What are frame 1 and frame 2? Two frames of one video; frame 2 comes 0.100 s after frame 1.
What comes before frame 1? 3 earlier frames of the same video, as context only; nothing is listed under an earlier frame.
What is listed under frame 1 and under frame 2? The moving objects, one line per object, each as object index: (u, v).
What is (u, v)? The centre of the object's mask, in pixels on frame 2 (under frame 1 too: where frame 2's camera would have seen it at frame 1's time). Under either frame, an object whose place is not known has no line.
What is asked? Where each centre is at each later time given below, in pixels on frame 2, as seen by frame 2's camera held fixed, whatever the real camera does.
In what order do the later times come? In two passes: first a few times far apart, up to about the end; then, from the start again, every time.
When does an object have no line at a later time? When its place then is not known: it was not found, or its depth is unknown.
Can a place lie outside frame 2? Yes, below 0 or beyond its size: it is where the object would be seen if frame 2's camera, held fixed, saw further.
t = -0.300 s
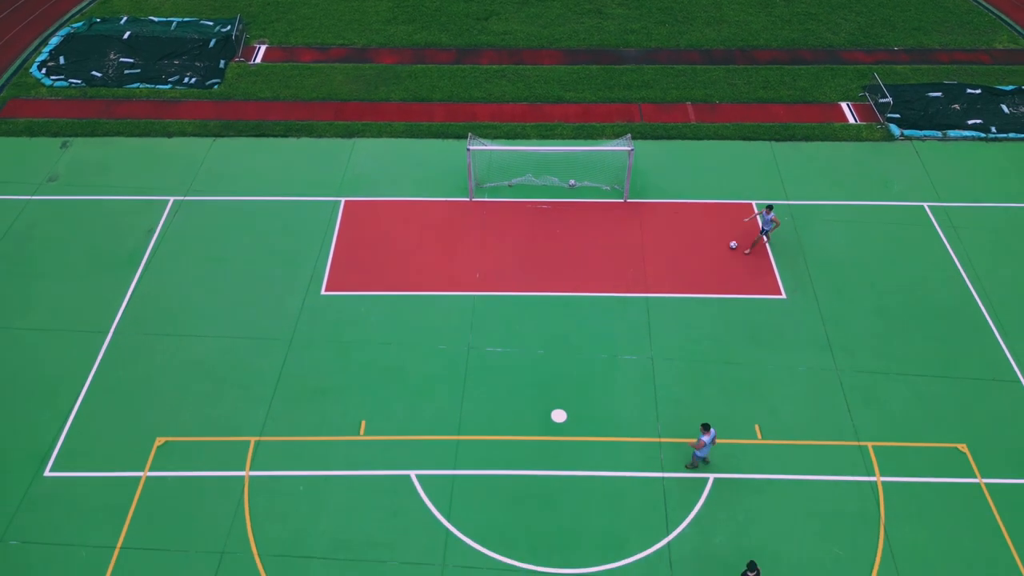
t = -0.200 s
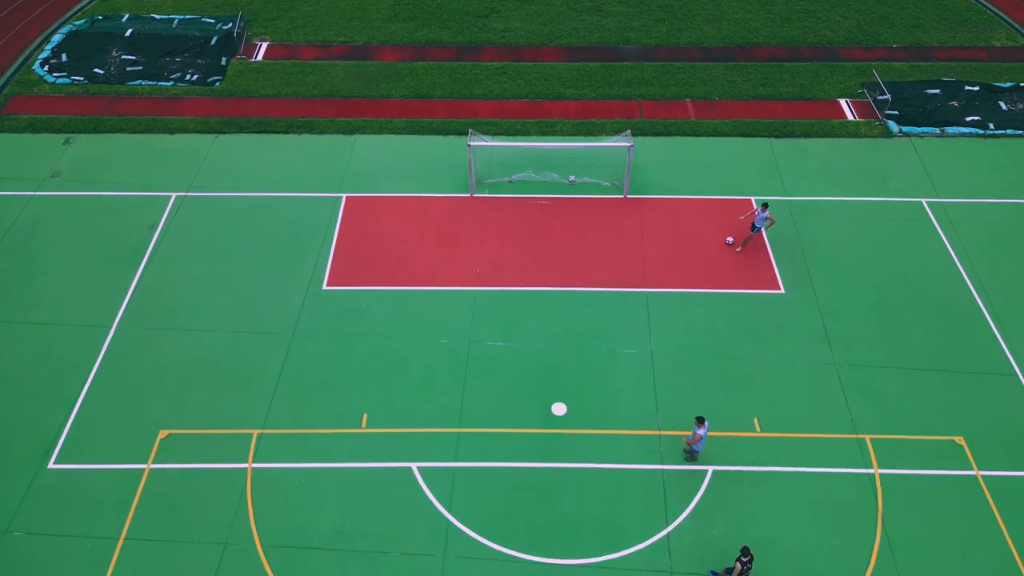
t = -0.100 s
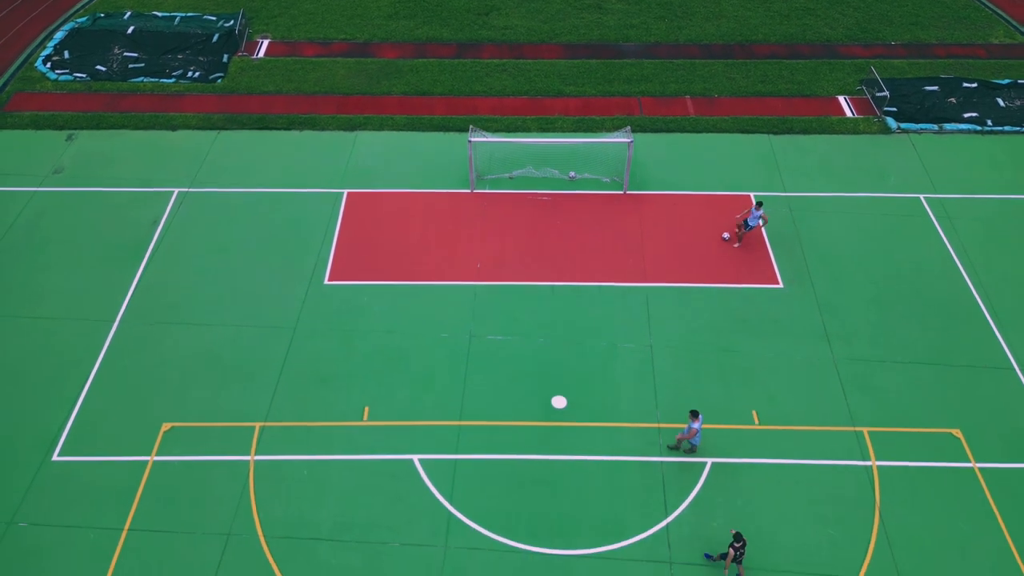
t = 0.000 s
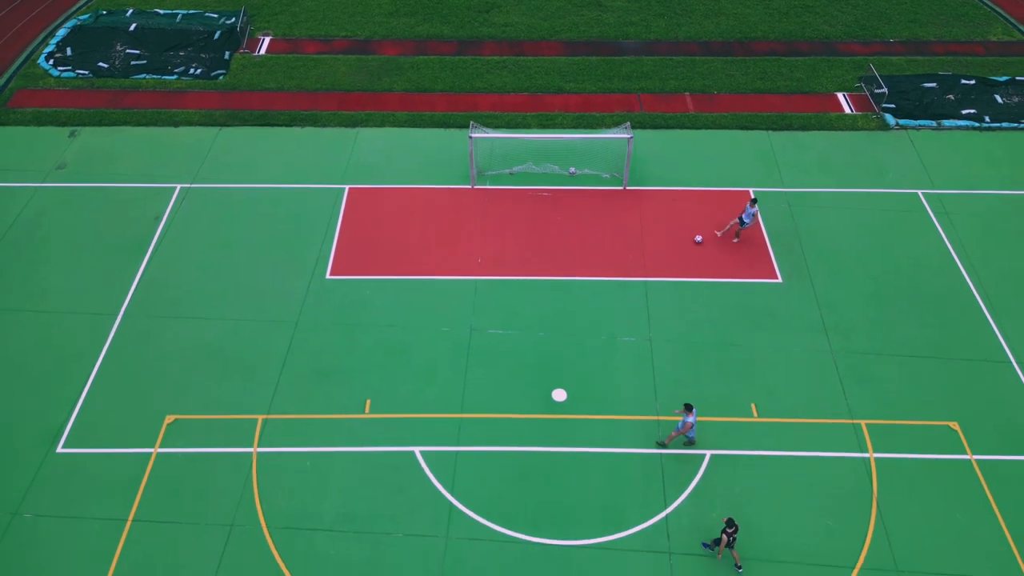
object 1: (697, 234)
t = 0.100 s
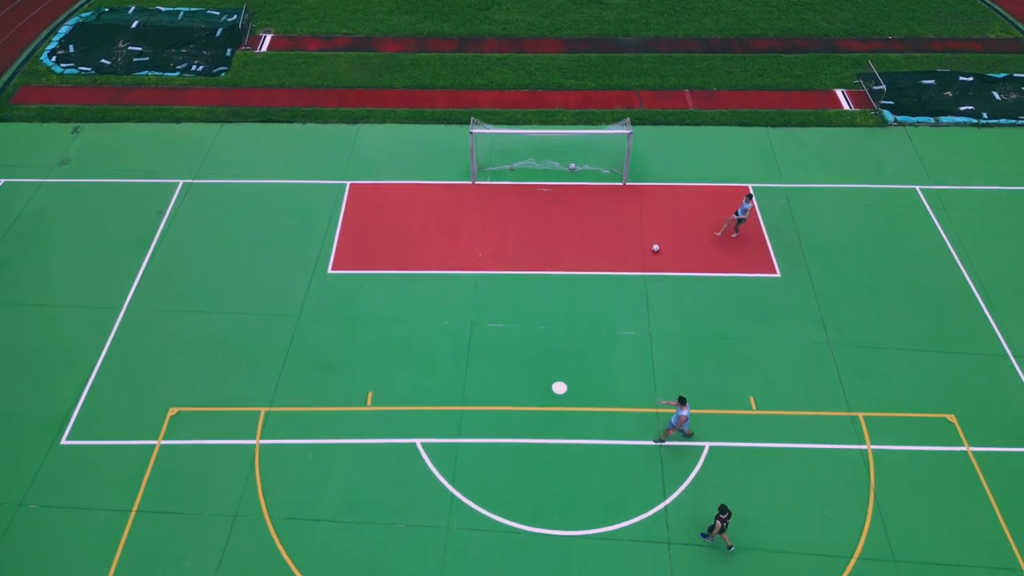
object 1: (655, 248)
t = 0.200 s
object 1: (614, 262)
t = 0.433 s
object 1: (530, 291)
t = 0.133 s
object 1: (641, 253)
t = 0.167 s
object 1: (627, 258)
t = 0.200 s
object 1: (614, 262)
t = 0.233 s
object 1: (602, 266)
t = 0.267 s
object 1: (589, 270)
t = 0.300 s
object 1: (576, 275)
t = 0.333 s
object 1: (563, 279)
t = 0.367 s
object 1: (553, 283)
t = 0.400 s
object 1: (542, 287)
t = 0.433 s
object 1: (530, 291)
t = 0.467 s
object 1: (519, 295)
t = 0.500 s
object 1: (508, 298)
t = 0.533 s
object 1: (499, 301)
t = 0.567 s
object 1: (489, 305)
